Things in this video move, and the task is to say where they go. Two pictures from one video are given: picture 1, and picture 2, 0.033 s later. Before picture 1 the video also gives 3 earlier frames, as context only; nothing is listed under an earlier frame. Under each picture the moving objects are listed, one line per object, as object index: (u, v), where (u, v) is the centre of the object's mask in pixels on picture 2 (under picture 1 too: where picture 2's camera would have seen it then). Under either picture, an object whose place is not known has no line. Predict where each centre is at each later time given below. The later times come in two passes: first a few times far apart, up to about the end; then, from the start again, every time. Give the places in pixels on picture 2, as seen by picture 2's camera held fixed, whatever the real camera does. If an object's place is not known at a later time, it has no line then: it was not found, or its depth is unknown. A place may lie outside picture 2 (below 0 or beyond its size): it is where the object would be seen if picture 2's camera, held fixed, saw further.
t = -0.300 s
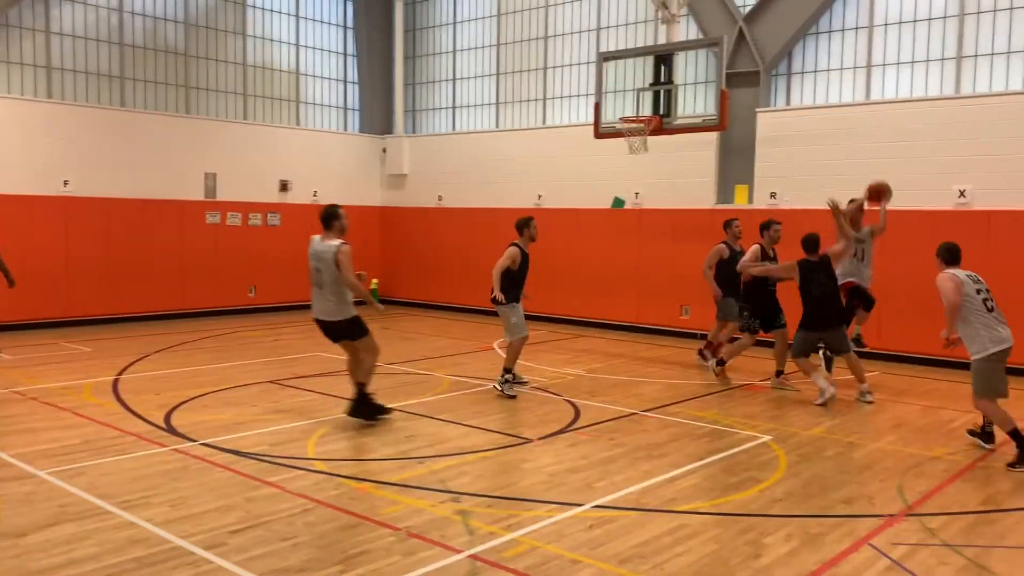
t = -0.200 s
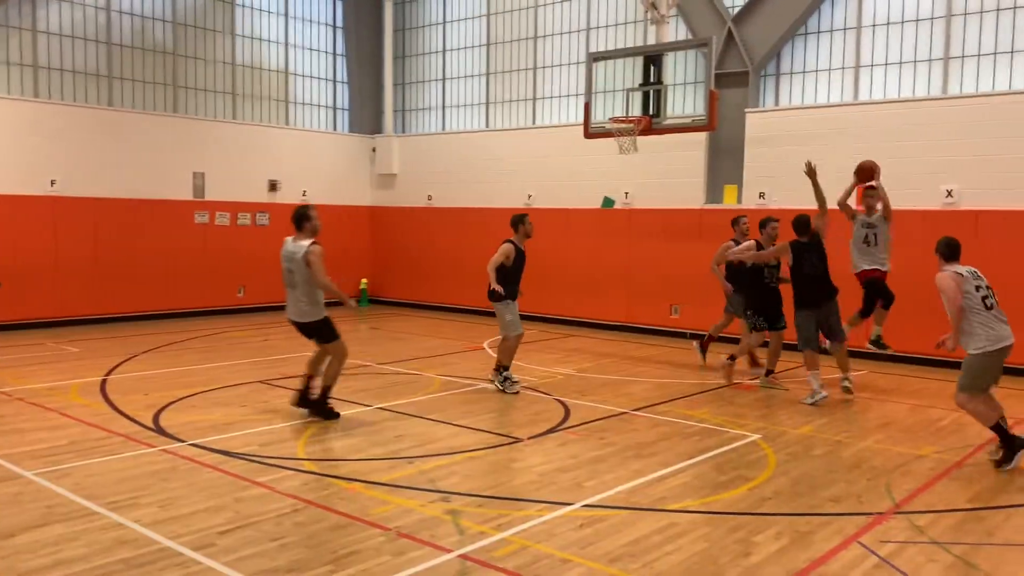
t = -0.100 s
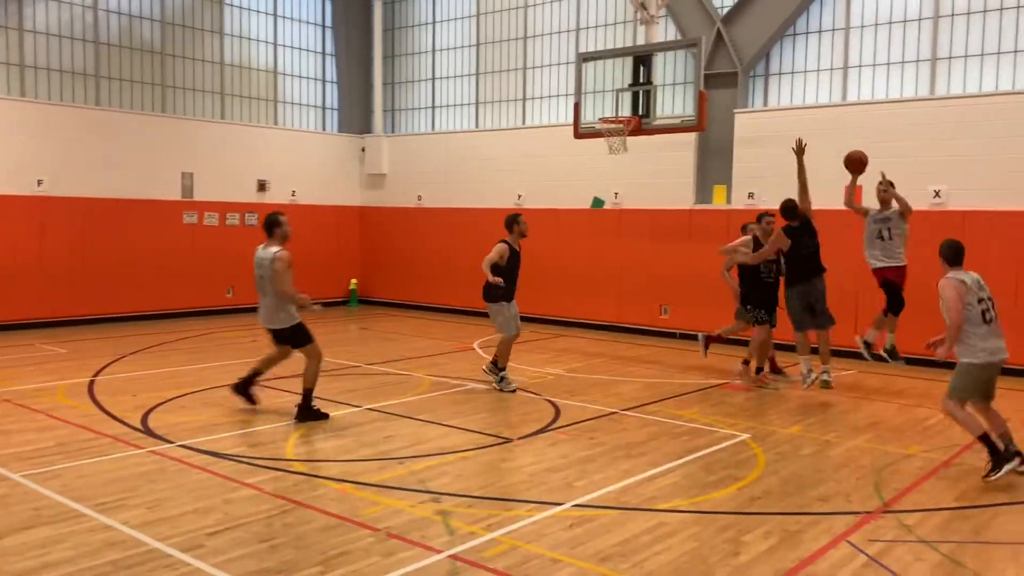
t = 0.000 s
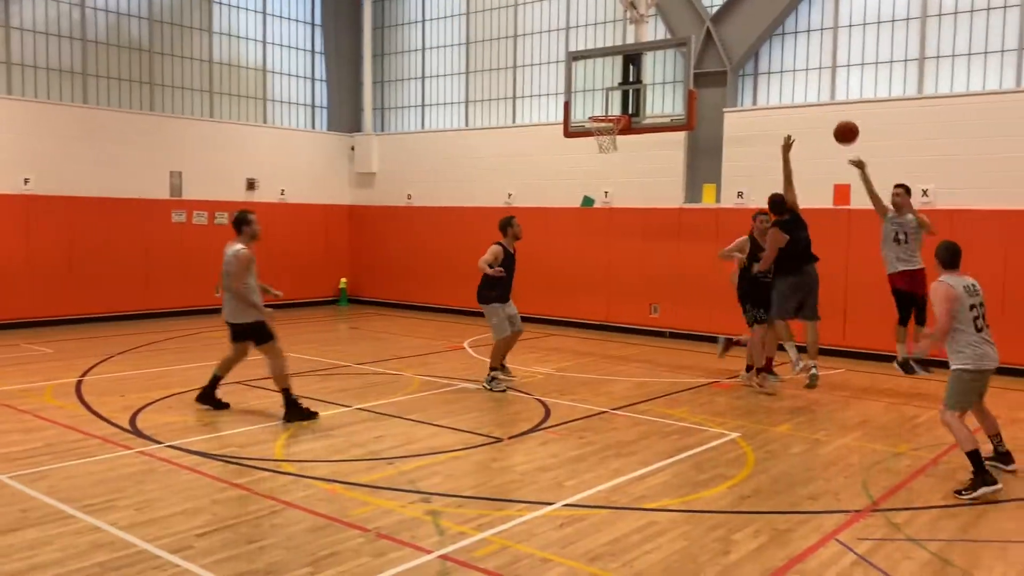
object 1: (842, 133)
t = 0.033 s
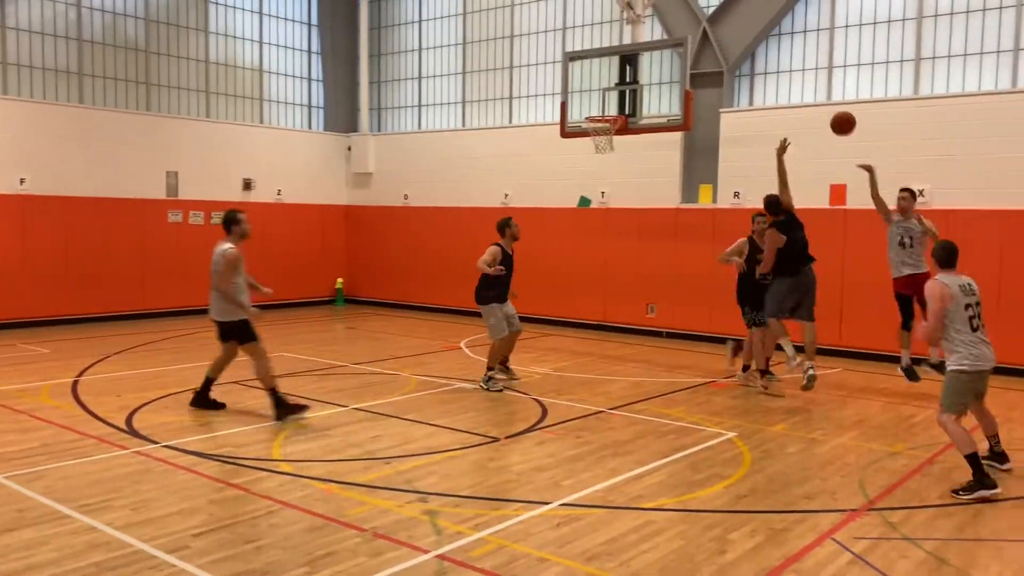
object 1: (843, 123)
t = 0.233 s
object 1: (846, 85)
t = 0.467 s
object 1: (850, 95)
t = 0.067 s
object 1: (844, 115)
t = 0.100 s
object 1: (844, 107)
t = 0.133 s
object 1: (845, 100)
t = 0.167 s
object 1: (845, 94)
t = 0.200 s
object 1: (846, 89)
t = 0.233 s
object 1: (846, 85)
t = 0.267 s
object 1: (847, 82)
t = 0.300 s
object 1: (847, 81)
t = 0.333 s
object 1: (848, 81)
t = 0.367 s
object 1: (848, 82)
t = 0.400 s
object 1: (849, 84)
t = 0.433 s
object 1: (850, 89)
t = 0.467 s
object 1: (850, 95)
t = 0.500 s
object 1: (850, 103)
